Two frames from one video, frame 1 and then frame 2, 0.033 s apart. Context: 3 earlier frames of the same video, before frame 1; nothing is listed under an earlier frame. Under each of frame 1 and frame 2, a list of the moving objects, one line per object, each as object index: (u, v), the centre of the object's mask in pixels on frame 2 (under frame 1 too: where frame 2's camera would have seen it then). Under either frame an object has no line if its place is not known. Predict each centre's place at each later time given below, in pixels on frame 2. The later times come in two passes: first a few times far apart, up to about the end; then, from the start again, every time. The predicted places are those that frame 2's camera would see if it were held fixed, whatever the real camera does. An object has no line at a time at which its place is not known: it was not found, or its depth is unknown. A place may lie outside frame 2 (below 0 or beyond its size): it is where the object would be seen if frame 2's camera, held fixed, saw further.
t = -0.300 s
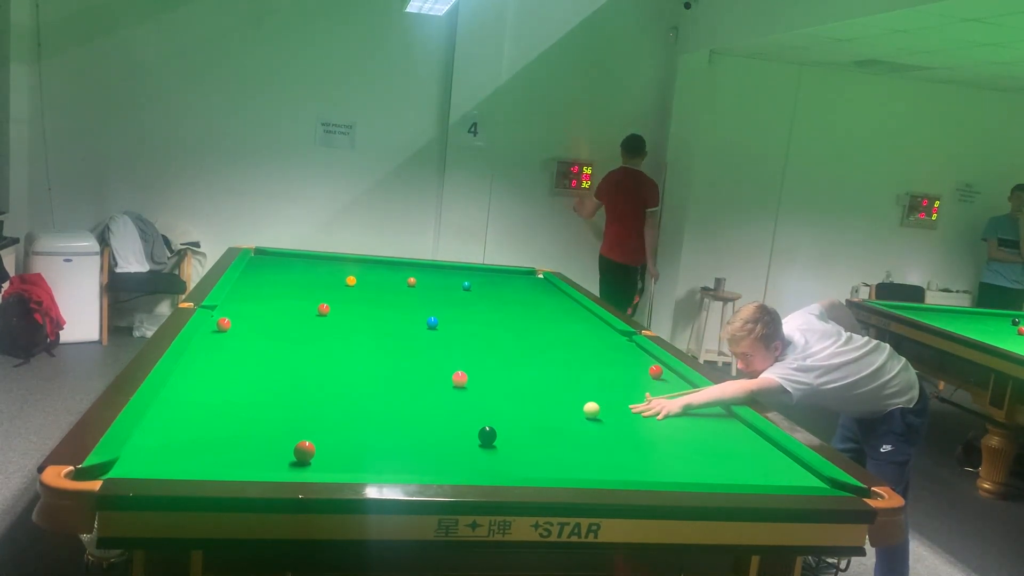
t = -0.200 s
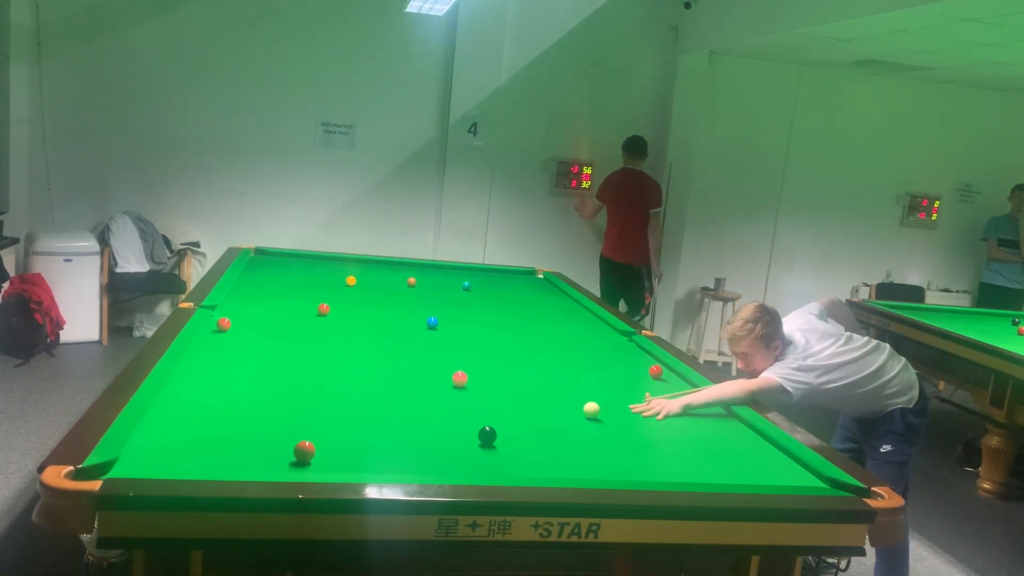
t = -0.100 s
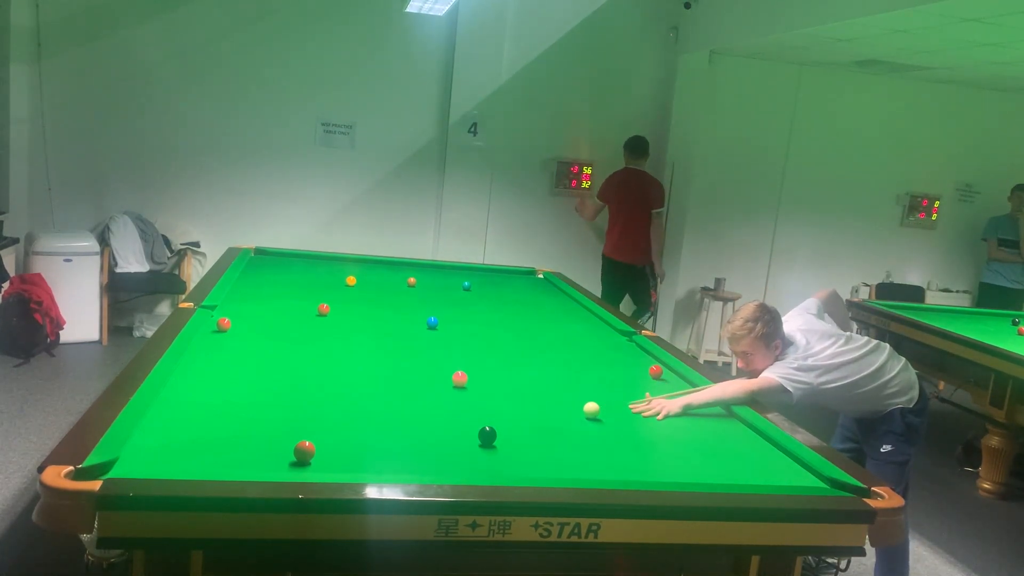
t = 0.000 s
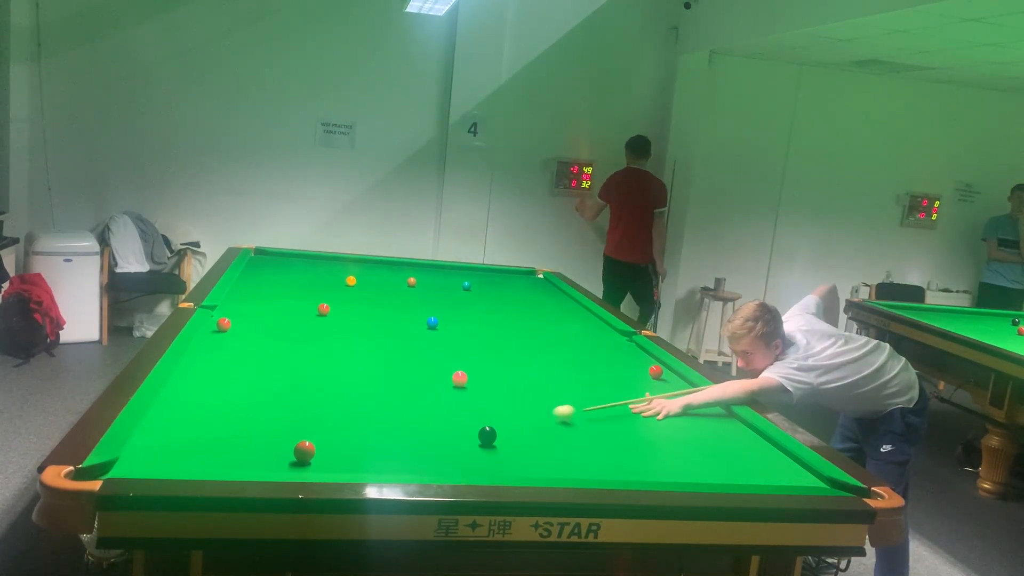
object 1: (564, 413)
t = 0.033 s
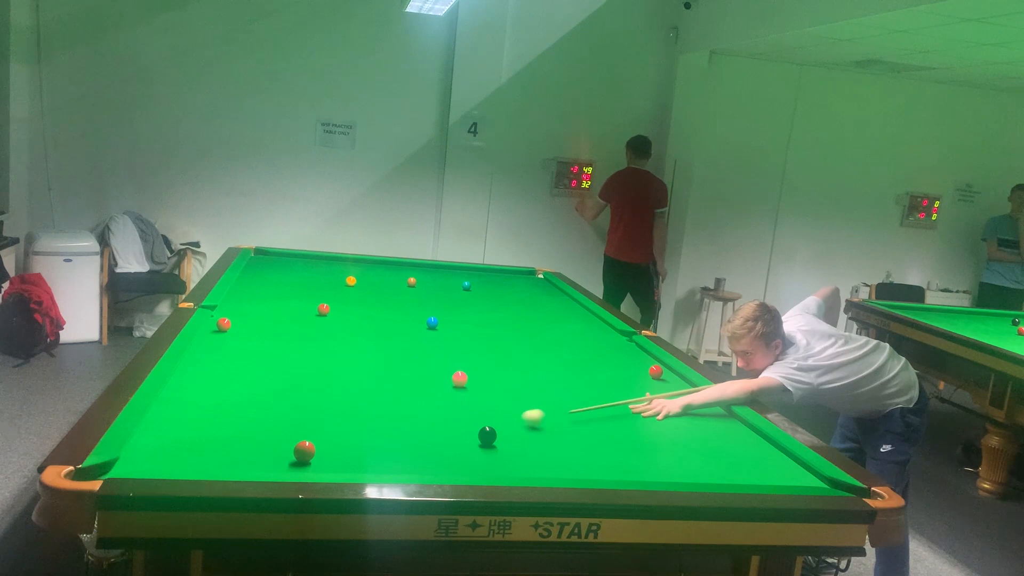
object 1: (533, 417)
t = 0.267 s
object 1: (325, 452)
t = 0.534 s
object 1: (303, 466)
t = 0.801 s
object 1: (280, 461)
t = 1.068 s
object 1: (261, 451)
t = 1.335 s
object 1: (244, 441)
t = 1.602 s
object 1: (228, 433)
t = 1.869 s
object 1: (215, 425)
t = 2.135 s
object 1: (203, 418)
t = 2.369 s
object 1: (194, 414)
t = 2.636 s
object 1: (185, 409)
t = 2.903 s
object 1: (178, 404)
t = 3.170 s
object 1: (172, 400)
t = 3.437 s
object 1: (170, 397)
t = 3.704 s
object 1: (174, 396)
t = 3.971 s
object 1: (178, 395)
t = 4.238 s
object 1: (179, 394)
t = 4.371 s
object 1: (179, 394)
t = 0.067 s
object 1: (501, 422)
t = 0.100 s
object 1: (467, 428)
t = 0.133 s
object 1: (432, 432)
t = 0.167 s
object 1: (396, 438)
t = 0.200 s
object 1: (357, 444)
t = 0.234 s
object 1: (325, 449)
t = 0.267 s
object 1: (325, 452)
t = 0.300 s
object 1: (325, 454)
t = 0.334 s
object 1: (323, 456)
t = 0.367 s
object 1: (322, 459)
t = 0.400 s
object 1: (319, 461)
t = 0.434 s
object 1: (315, 462)
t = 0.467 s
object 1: (311, 464)
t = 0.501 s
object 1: (307, 465)
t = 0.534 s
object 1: (303, 466)
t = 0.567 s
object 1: (299, 467)
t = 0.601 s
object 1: (296, 466)
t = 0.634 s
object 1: (294, 465)
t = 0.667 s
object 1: (291, 464)
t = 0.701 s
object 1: (288, 464)
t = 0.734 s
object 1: (285, 463)
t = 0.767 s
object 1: (283, 462)
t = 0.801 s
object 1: (280, 461)
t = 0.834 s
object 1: (277, 460)
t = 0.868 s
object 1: (275, 459)
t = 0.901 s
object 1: (273, 457)
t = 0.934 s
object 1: (270, 456)
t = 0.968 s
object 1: (268, 455)
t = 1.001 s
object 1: (266, 453)
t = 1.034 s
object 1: (263, 452)
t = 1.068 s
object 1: (261, 451)
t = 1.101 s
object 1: (259, 449)
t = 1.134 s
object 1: (257, 448)
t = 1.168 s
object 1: (254, 447)
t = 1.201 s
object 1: (252, 446)
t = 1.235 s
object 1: (250, 444)
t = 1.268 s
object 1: (248, 443)
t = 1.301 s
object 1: (246, 442)
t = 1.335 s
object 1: (244, 441)
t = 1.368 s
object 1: (242, 440)
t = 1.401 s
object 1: (240, 439)
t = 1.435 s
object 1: (238, 438)
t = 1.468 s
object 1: (236, 437)
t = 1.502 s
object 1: (234, 436)
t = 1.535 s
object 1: (232, 435)
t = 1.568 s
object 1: (230, 434)
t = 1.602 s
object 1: (228, 433)
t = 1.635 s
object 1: (227, 432)
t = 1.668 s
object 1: (225, 430)
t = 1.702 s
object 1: (223, 430)
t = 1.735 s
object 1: (222, 429)
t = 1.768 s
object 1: (220, 428)
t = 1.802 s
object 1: (218, 427)
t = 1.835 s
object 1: (217, 426)
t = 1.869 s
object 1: (215, 425)
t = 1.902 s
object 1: (214, 424)
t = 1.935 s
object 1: (212, 423)
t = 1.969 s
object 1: (210, 423)
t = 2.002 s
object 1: (209, 422)
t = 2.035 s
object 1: (208, 421)
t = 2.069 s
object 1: (206, 420)
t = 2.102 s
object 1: (205, 419)
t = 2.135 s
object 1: (203, 418)
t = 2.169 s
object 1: (202, 418)
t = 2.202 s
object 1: (201, 417)
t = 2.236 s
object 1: (199, 416)
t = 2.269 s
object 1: (198, 416)
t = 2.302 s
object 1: (197, 415)
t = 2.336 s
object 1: (196, 415)
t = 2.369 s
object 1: (194, 414)
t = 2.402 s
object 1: (193, 413)
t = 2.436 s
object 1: (192, 412)
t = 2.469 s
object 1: (191, 411)
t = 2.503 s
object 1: (190, 411)
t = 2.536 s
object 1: (189, 410)
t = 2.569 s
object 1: (188, 410)
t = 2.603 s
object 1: (187, 409)
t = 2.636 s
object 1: (185, 409)
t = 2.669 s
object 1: (184, 408)
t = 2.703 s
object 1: (183, 407)
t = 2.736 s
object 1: (182, 407)
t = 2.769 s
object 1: (181, 406)
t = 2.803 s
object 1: (181, 405)
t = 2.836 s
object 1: (180, 405)
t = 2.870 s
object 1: (179, 404)
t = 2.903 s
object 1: (178, 404)
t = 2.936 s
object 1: (177, 403)
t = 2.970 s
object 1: (176, 403)
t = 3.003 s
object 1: (175, 403)
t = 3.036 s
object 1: (175, 402)
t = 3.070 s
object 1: (174, 402)
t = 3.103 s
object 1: (173, 401)
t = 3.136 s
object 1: (172, 401)
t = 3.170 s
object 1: (172, 400)
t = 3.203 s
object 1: (171, 400)
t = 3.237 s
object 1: (170, 399)
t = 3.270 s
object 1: (170, 399)
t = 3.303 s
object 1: (169, 398)
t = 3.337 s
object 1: (168, 398)
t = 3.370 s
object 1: (169, 398)
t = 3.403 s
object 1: (169, 398)
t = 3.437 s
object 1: (170, 397)
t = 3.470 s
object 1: (171, 397)
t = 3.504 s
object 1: (171, 397)
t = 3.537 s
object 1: (172, 397)
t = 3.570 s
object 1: (172, 397)
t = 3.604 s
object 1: (173, 396)
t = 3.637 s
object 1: (174, 396)
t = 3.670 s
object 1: (174, 396)
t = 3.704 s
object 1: (174, 396)
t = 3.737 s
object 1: (175, 396)
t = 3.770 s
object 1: (175, 396)
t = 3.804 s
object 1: (176, 395)
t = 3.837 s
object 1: (176, 395)
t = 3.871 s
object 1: (176, 395)
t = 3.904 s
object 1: (177, 395)
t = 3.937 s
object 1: (177, 395)
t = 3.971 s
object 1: (178, 395)
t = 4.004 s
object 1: (178, 395)
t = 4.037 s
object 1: (178, 395)
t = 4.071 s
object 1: (178, 394)
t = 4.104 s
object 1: (179, 394)
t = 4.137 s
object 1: (179, 394)
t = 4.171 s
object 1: (179, 394)
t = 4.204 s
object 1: (179, 394)
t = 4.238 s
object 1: (179, 394)
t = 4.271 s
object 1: (179, 394)
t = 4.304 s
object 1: (179, 394)
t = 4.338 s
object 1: (179, 394)
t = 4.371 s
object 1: (179, 394)
